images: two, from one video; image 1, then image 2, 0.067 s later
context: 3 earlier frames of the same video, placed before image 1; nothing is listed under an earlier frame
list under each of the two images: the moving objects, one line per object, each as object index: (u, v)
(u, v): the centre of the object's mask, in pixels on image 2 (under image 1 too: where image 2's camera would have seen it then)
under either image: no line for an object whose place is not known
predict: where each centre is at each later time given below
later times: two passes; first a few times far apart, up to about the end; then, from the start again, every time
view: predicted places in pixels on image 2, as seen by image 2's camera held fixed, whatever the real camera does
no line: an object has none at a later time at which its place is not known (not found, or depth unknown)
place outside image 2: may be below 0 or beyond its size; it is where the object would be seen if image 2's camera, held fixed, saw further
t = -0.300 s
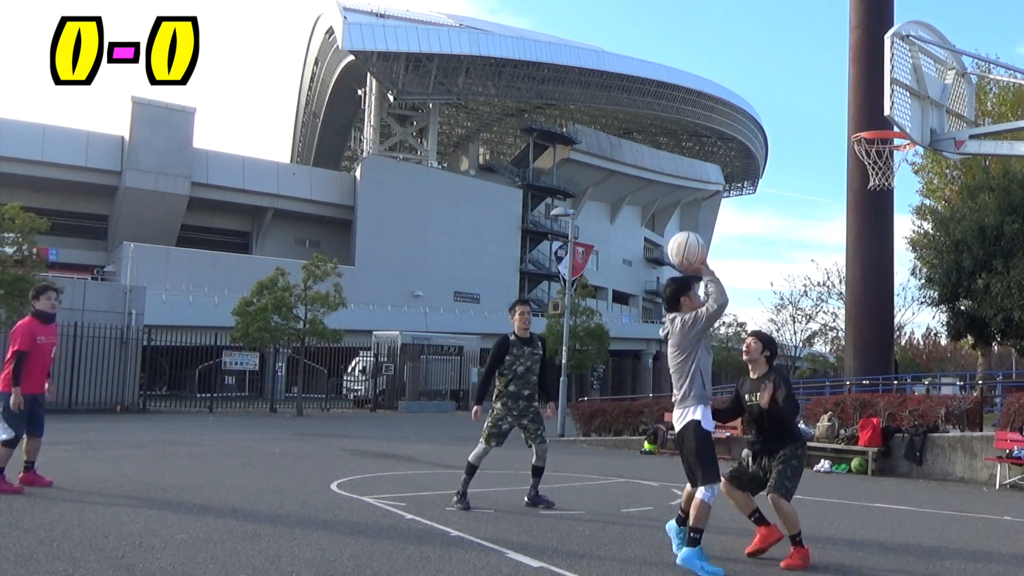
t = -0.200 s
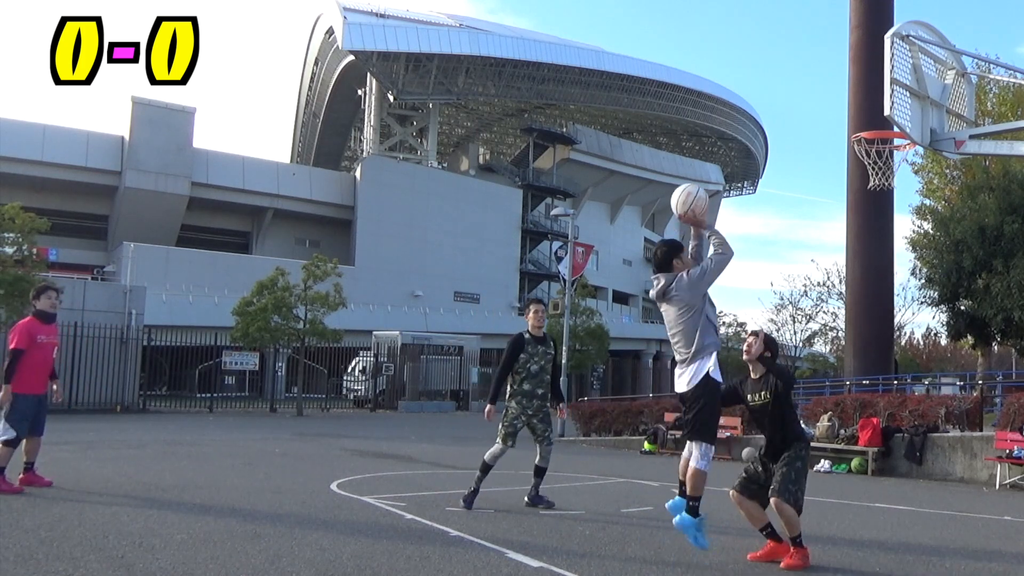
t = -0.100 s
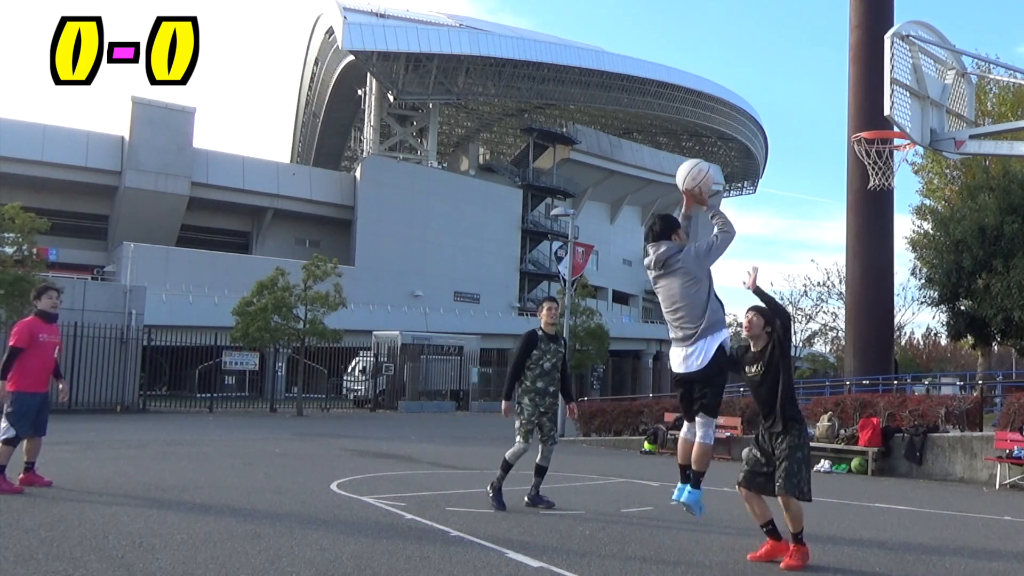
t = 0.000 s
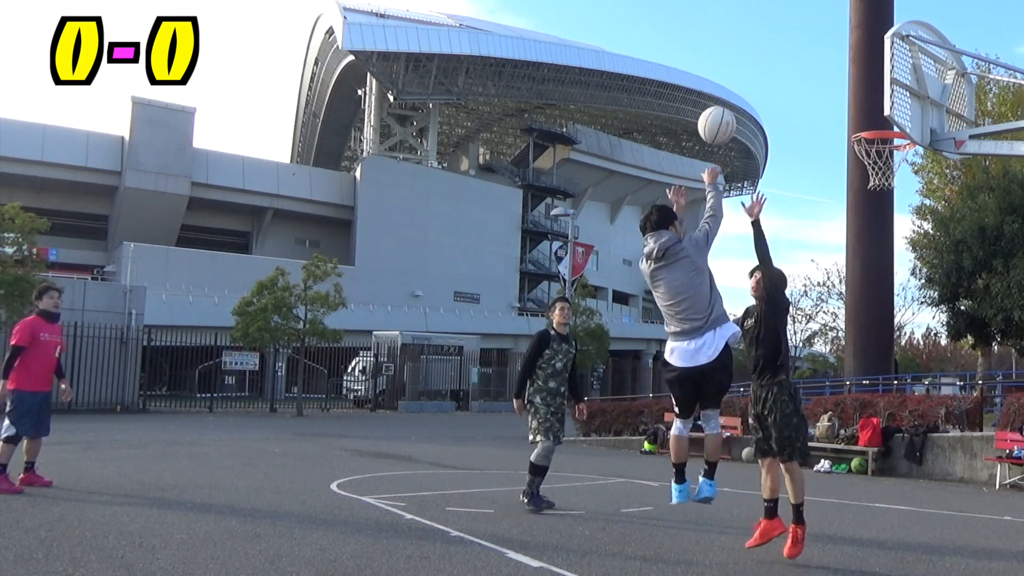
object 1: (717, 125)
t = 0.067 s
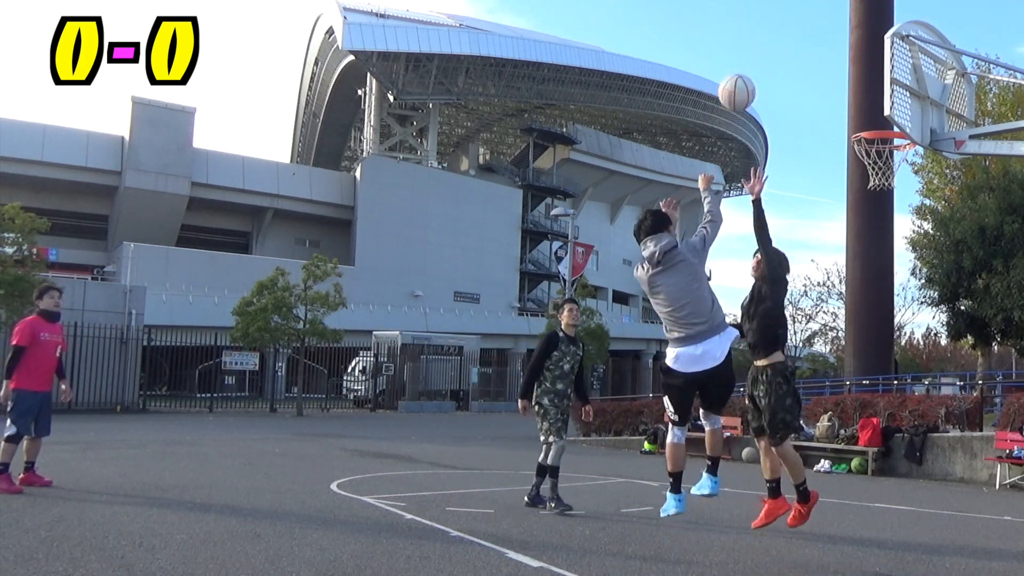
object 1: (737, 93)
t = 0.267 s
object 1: (792, 36)
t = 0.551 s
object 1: (862, 54)
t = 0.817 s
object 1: (886, 132)
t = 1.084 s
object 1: (839, 207)
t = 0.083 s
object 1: (742, 85)
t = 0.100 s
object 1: (747, 78)
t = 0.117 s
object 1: (752, 72)
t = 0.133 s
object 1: (756, 67)
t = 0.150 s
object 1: (761, 61)
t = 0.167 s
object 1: (765, 56)
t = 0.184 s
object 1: (770, 52)
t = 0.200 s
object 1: (775, 48)
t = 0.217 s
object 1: (779, 45)
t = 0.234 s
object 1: (784, 41)
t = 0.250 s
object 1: (788, 39)
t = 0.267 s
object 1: (792, 36)
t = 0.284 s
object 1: (797, 35)
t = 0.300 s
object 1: (801, 33)
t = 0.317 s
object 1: (805, 32)
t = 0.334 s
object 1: (810, 31)
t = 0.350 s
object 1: (814, 31)
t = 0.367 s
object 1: (818, 31)
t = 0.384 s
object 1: (822, 31)
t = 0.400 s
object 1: (827, 32)
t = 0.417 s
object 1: (830, 33)
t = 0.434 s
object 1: (834, 34)
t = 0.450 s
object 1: (839, 36)
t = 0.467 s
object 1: (843, 38)
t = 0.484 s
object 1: (847, 41)
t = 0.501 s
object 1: (851, 43)
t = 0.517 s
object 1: (855, 46)
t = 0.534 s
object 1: (859, 50)
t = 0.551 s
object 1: (862, 54)
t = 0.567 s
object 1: (866, 59)
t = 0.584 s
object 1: (869, 63)
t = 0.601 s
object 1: (871, 68)
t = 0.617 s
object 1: (873, 74)
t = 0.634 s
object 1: (875, 79)
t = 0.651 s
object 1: (876, 86)
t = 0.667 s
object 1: (878, 92)
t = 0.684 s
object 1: (879, 98)
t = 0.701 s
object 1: (880, 104)
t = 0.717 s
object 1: (880, 111)
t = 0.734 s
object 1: (882, 119)
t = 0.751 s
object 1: (885, 127)
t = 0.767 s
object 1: (888, 129)
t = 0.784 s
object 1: (889, 131)
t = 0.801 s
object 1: (889, 131)
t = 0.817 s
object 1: (886, 132)
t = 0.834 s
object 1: (884, 133)
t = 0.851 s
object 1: (882, 134)
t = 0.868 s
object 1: (880, 137)
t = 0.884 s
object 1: (877, 140)
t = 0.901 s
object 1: (873, 144)
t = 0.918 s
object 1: (870, 147)
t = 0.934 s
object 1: (867, 152)
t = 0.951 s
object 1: (864, 156)
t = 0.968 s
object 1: (861, 161)
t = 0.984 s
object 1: (858, 166)
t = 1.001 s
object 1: (855, 172)
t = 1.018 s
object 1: (851, 178)
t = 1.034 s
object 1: (848, 184)
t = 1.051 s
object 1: (845, 192)
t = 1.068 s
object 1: (841, 199)
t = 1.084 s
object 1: (839, 207)
